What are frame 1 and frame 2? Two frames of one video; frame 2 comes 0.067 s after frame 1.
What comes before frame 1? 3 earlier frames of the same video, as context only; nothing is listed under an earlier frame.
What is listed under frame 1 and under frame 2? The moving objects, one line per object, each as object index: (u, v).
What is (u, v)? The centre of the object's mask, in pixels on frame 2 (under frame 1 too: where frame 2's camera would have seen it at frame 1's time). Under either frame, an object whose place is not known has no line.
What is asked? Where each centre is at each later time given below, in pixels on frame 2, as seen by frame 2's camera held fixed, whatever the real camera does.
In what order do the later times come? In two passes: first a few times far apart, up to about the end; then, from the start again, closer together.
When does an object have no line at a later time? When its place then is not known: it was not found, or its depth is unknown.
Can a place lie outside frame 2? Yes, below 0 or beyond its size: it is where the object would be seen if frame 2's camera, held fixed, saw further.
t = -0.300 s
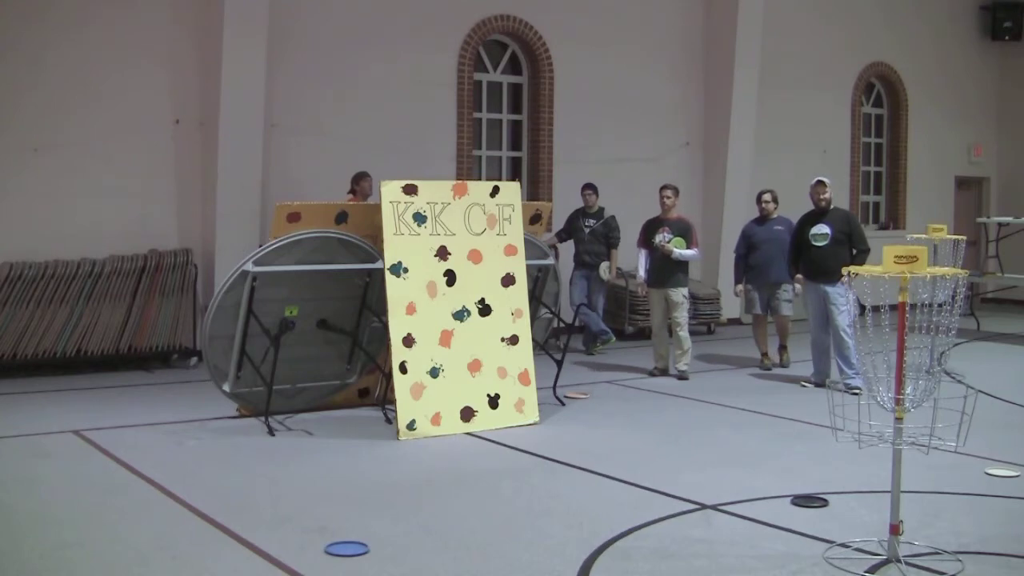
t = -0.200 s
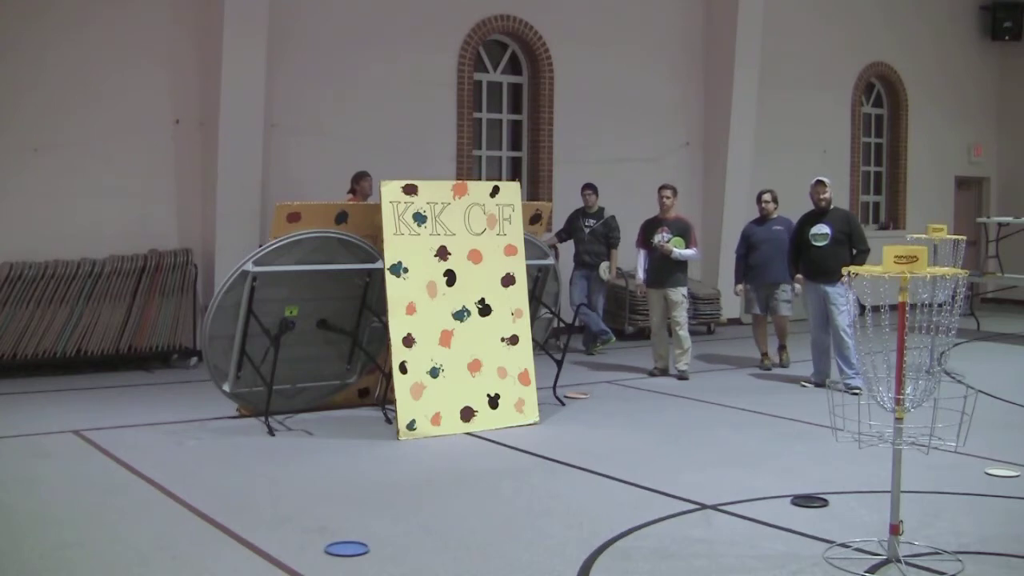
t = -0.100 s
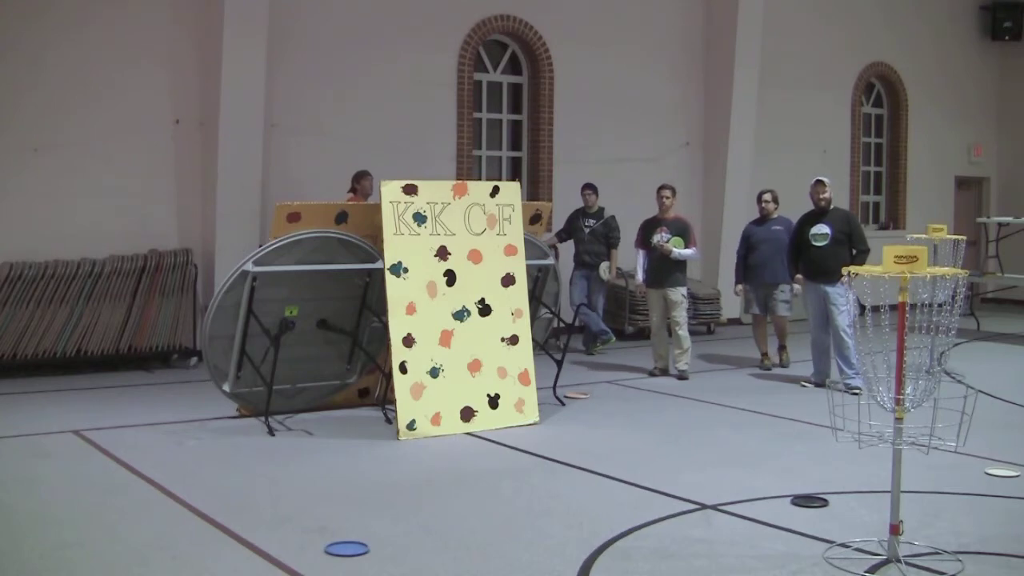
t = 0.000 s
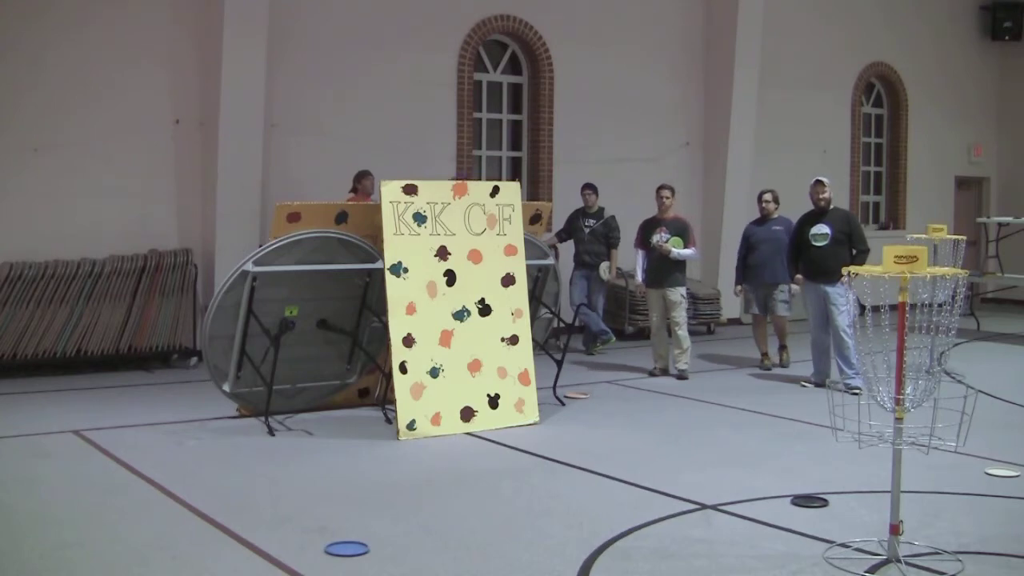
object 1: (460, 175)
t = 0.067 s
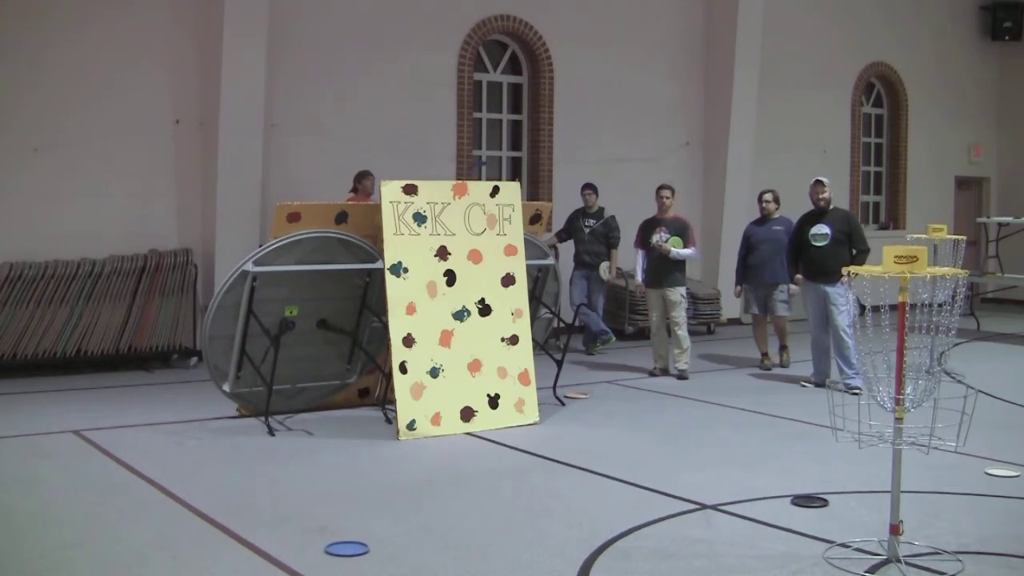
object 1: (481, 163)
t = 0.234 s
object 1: (537, 143)
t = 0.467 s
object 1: (637, 157)
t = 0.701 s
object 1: (769, 216)
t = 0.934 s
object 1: (843, 318)
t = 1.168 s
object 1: (798, 413)
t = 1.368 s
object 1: (758, 532)
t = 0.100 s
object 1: (488, 157)
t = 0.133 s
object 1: (501, 152)
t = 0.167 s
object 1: (513, 149)
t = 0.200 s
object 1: (524, 146)
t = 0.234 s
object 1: (537, 143)
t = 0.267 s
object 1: (551, 143)
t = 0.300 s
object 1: (563, 143)
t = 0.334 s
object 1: (576, 144)
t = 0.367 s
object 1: (591, 146)
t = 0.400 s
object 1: (606, 148)
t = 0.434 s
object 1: (622, 152)
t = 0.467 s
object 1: (637, 157)
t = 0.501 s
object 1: (654, 162)
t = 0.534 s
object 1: (671, 168)
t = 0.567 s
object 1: (690, 175)
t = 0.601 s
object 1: (709, 184)
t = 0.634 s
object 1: (729, 193)
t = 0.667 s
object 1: (747, 204)
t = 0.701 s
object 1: (769, 216)
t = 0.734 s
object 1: (794, 228)
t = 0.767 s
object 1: (817, 243)
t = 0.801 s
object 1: (842, 258)
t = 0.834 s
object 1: (856, 276)
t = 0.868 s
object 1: (853, 289)
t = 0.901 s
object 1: (849, 300)
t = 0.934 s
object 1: (843, 318)
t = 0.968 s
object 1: (841, 337)
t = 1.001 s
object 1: (838, 357)
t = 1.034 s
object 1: (830, 364)
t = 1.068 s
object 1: (822, 373)
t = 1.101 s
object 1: (814, 384)
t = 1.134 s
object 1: (806, 398)
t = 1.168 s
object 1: (798, 413)
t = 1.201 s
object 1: (791, 430)
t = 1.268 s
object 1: (776, 471)
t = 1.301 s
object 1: (770, 493)
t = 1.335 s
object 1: (761, 522)
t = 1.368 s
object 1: (758, 532)
